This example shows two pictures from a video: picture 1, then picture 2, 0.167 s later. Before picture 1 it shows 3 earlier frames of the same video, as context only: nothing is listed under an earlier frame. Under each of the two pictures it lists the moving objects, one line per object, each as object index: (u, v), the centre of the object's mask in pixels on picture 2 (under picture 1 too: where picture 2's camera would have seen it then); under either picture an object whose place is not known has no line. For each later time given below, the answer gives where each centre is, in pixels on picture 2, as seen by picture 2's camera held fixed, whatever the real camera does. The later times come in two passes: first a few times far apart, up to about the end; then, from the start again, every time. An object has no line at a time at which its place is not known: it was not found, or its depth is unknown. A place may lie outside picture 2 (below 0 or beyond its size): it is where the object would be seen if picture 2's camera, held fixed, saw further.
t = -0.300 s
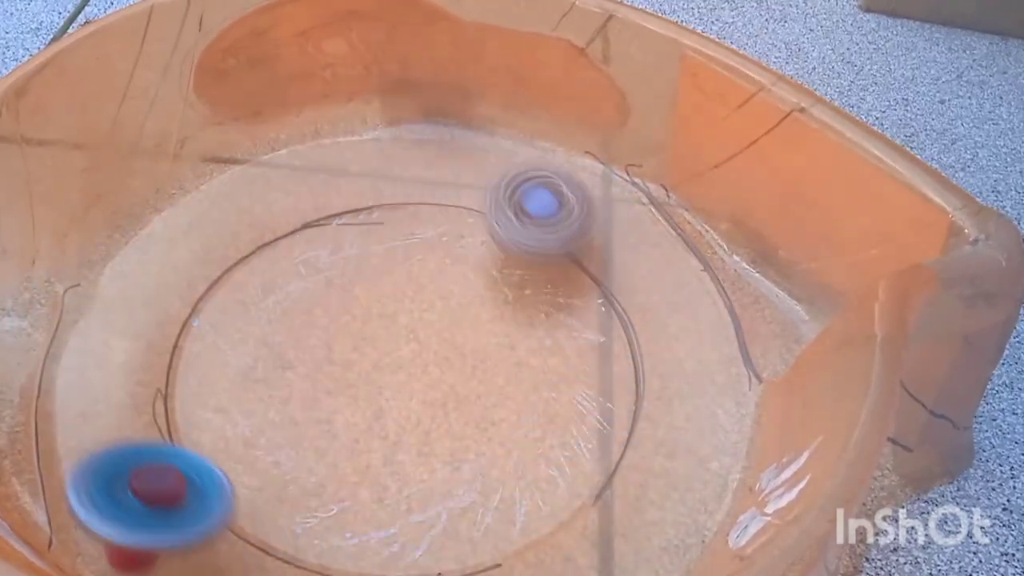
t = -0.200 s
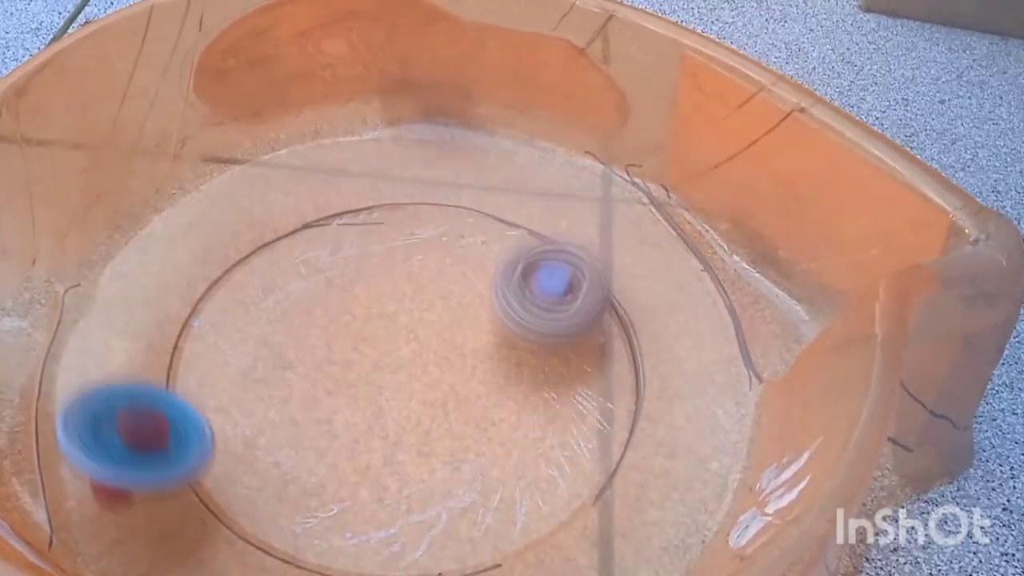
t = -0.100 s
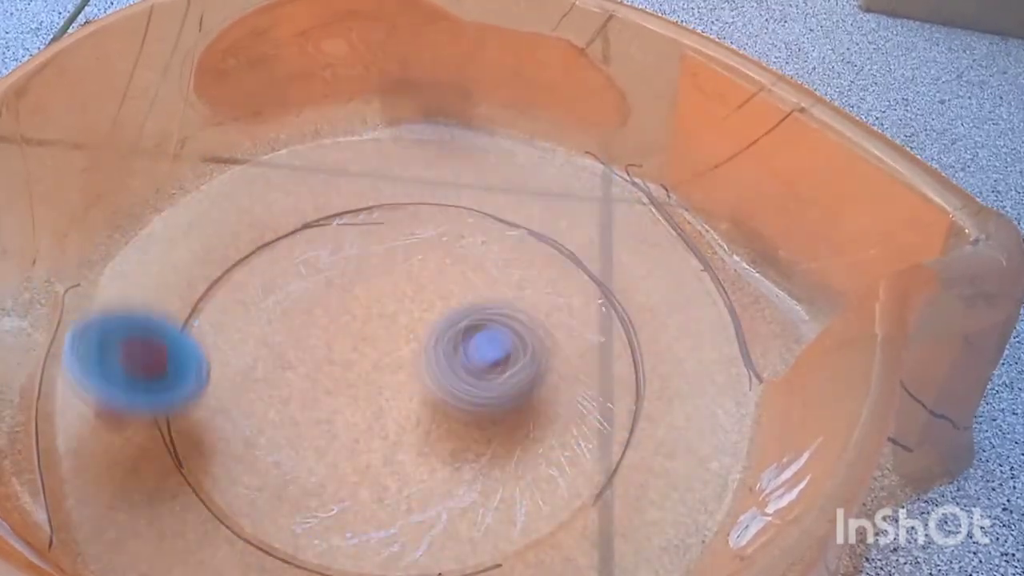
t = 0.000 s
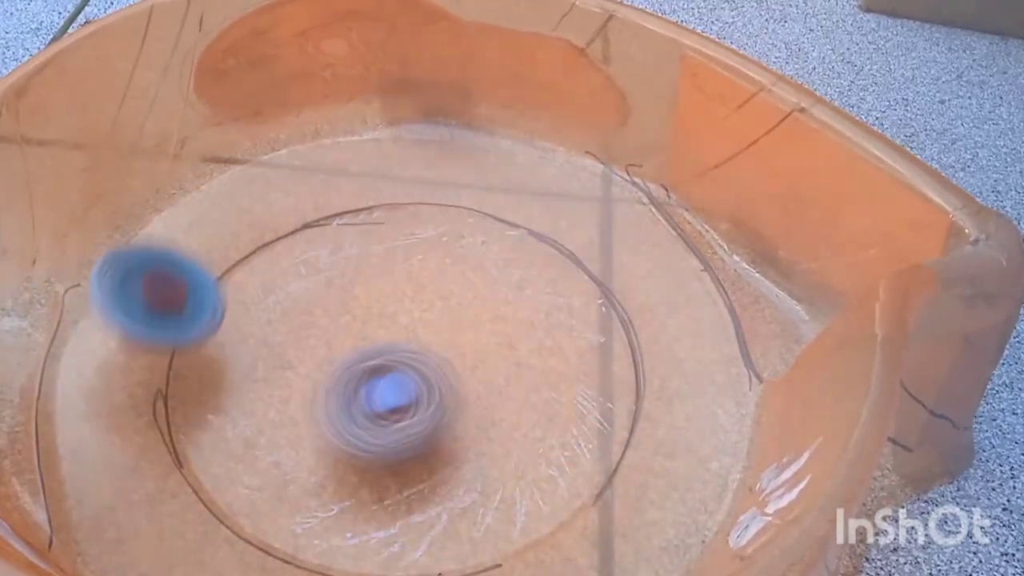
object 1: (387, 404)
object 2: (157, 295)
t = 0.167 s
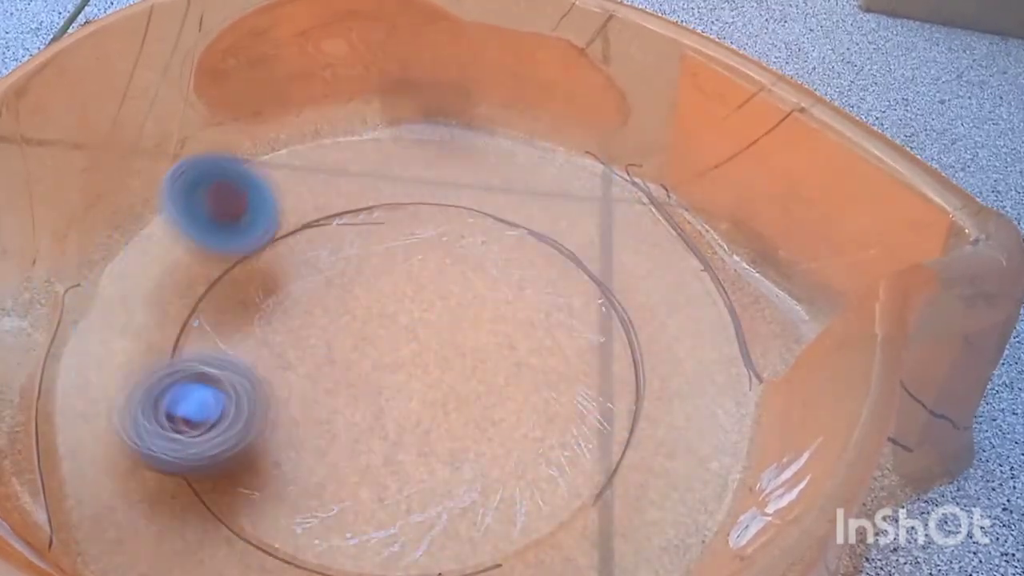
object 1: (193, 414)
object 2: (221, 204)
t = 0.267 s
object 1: (146, 345)
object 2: (268, 165)
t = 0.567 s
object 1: (333, 244)
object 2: (428, 135)
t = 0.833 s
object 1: (496, 400)
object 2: (543, 224)
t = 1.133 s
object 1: (331, 530)
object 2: (583, 407)
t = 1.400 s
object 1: (298, 337)
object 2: (446, 527)
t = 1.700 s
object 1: (512, 233)
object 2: (232, 503)
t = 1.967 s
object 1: (567, 368)
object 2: (143, 352)
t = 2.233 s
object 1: (319, 384)
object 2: (222, 216)
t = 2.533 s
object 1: (253, 218)
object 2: (388, 169)
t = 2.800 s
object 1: (398, 277)
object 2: (596, 266)
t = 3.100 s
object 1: (295, 469)
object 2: (701, 389)
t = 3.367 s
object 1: (202, 352)
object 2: (507, 500)
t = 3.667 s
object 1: (445, 337)
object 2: (201, 464)
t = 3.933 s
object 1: (543, 457)
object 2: (89, 286)
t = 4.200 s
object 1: (367, 433)
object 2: (258, 176)
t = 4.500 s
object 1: (365, 256)
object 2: (462, 161)
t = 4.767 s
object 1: (447, 232)
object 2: (611, 284)
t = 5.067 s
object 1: (382, 338)
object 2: (464, 498)
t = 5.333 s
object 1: (196, 354)
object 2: (206, 524)
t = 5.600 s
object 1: (264, 306)
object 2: (71, 323)
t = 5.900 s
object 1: (363, 444)
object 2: (240, 224)
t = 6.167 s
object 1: (269, 461)
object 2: (519, 196)
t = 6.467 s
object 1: (396, 341)
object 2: (649, 300)
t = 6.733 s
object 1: (525, 344)
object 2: (413, 485)
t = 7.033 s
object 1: (449, 381)
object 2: (109, 464)
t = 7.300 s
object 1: (341, 305)
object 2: (163, 250)
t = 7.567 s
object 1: (431, 291)
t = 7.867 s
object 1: (435, 419)
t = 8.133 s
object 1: (278, 415)
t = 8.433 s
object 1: (319, 284)
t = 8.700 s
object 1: (453, 301)
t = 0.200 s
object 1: (166, 395)
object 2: (235, 190)
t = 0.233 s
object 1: (154, 372)
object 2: (251, 177)
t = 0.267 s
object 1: (146, 345)
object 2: (268, 165)
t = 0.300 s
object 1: (144, 318)
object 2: (284, 155)
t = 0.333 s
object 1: (150, 293)
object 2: (301, 146)
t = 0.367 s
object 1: (164, 272)
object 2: (318, 139)
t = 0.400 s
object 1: (182, 256)
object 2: (336, 134)
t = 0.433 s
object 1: (212, 243)
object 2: (354, 131)
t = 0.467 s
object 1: (242, 236)
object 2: (372, 129)
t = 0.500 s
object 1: (277, 234)
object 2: (391, 130)
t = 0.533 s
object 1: (306, 236)
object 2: (410, 132)
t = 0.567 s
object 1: (333, 244)
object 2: (428, 135)
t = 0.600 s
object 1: (359, 257)
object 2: (446, 139)
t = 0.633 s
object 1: (384, 270)
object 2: (464, 145)
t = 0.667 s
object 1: (408, 289)
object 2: (479, 153)
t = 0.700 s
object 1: (430, 307)
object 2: (493, 163)
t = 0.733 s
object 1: (449, 327)
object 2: (507, 175)
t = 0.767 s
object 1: (468, 348)
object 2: (520, 189)
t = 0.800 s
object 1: (483, 373)
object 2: (533, 206)
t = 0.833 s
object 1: (496, 400)
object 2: (543, 224)
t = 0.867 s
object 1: (503, 428)
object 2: (551, 244)
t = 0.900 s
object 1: (509, 455)
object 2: (561, 268)
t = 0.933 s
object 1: (506, 484)
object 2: (573, 291)
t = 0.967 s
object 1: (499, 511)
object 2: (587, 315)
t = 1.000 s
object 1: (479, 524)
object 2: (602, 341)
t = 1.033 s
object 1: (450, 531)
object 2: (614, 363)
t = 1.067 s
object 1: (413, 534)
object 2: (611, 381)
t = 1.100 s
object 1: (372, 535)
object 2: (599, 393)
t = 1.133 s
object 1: (331, 530)
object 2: (583, 407)
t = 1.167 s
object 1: (296, 521)
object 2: (565, 427)
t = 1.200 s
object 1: (267, 503)
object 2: (548, 451)
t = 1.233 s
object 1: (250, 470)
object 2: (531, 476)
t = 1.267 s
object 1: (249, 440)
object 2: (510, 491)
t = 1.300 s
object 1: (253, 412)
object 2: (494, 502)
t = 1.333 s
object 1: (265, 386)
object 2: (478, 511)
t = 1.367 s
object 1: (280, 360)
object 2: (462, 521)
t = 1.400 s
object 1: (298, 337)
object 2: (446, 527)
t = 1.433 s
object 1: (316, 318)
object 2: (426, 533)
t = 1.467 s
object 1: (339, 299)
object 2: (407, 536)
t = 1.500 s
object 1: (361, 284)
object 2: (386, 538)
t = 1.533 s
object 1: (383, 270)
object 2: (364, 539)
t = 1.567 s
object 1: (408, 258)
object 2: (338, 537)
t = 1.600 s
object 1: (433, 248)
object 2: (309, 534)
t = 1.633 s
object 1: (458, 241)
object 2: (282, 528)
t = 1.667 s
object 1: (486, 235)
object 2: (255, 517)
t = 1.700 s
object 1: (512, 233)
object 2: (232, 503)
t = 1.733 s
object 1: (538, 237)
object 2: (212, 487)
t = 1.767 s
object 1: (563, 246)
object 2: (195, 470)
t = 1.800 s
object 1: (585, 259)
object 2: (179, 452)
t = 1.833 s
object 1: (601, 283)
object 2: (167, 432)
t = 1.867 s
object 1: (609, 307)
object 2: (157, 413)
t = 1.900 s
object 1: (604, 330)
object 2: (149, 393)
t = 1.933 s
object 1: (589, 351)
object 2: (143, 373)
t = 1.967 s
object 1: (567, 368)
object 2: (143, 352)
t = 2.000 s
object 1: (540, 382)
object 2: (145, 332)
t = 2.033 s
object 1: (512, 394)
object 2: (150, 312)
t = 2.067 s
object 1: (478, 401)
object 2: (156, 294)
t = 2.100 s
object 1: (446, 404)
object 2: (166, 275)
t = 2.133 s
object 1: (412, 403)
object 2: (177, 258)
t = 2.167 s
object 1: (378, 399)
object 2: (191, 243)
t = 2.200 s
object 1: (348, 394)
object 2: (206, 228)
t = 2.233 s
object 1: (319, 384)
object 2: (222, 216)
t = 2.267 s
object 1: (289, 371)
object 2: (240, 204)
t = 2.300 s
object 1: (265, 356)
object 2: (257, 194)
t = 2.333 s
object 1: (243, 338)
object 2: (275, 186)
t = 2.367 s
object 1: (230, 318)
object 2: (293, 179)
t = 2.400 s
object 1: (219, 295)
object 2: (311, 173)
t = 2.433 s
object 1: (215, 274)
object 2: (331, 169)
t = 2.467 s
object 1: (219, 251)
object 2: (351, 167)
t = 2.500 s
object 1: (236, 235)
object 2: (369, 166)
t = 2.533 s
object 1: (253, 218)
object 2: (388, 169)
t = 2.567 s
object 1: (277, 207)
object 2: (406, 171)
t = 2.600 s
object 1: (304, 199)
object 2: (423, 177)
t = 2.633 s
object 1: (333, 203)
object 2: (442, 183)
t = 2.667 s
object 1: (346, 208)
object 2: (472, 197)
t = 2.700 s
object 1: (364, 219)
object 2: (497, 213)
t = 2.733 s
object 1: (379, 237)
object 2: (526, 231)
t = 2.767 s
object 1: (389, 256)
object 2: (565, 249)
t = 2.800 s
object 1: (398, 277)
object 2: (596, 266)
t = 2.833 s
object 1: (402, 301)
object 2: (622, 282)
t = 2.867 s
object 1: (402, 323)
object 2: (642, 296)
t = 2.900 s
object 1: (397, 343)
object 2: (661, 310)
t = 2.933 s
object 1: (391, 366)
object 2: (680, 326)
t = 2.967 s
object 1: (382, 390)
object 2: (699, 342)
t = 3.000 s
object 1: (369, 414)
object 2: (718, 358)
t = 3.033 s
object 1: (348, 436)
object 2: (726, 368)
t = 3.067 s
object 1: (324, 454)
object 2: (719, 379)
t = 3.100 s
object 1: (295, 469)
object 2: (701, 389)
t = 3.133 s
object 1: (265, 480)
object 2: (682, 403)
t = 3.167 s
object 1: (233, 483)
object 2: (660, 419)
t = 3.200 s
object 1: (211, 470)
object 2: (638, 435)
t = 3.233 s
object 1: (192, 449)
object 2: (614, 452)
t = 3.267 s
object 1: (181, 426)
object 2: (588, 467)
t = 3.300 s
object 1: (179, 400)
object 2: (562, 481)
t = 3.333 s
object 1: (186, 372)
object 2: (536, 491)
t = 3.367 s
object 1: (202, 352)
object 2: (507, 500)
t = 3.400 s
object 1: (223, 337)
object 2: (476, 508)
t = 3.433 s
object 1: (251, 327)
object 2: (444, 513)
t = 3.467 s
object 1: (280, 321)
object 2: (408, 516)
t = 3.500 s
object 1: (309, 318)
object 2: (373, 515)
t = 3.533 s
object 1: (338, 318)
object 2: (338, 511)
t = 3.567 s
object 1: (365, 320)
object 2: (300, 505)
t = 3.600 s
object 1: (393, 325)
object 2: (266, 494)
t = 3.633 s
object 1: (419, 331)
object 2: (233, 480)
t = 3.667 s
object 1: (445, 337)
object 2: (201, 464)
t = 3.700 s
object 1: (470, 344)
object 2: (173, 445)
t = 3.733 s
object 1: (491, 353)
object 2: (149, 425)
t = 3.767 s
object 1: (512, 369)
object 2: (126, 403)
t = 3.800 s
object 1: (528, 384)
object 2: (108, 379)
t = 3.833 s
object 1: (540, 402)
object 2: (95, 353)
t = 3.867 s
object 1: (547, 420)
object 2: (84, 327)
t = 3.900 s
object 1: (549, 439)
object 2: (80, 302)
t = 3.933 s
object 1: (543, 457)
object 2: (89, 286)
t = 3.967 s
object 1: (529, 471)
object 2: (108, 273)
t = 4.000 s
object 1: (508, 482)
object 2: (129, 260)
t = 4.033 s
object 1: (484, 487)
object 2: (151, 245)
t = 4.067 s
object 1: (455, 486)
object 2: (173, 228)
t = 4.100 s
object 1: (429, 479)
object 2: (195, 213)
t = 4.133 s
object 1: (404, 467)
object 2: (216, 199)
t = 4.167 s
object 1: (384, 450)
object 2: (237, 187)
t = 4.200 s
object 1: (367, 433)
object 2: (258, 176)
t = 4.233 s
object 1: (351, 413)
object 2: (280, 167)
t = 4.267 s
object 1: (343, 391)
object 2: (301, 158)
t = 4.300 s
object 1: (338, 370)
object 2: (322, 153)
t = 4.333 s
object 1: (337, 350)
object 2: (346, 149)
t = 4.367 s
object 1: (336, 329)
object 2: (370, 147)
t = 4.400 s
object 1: (341, 308)
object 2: (394, 147)
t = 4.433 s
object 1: (346, 290)
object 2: (417, 150)
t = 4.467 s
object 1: (355, 272)
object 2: (439, 154)
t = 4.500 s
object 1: (365, 256)
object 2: (462, 161)
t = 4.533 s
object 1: (380, 242)
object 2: (483, 171)
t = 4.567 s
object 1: (392, 231)
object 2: (503, 184)
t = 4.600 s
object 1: (406, 223)
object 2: (525, 197)
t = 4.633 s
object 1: (416, 219)
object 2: (550, 213)
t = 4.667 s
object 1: (425, 219)
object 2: (570, 230)
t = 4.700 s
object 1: (434, 222)
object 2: (589, 248)
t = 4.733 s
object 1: (441, 226)
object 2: (602, 266)
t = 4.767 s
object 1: (447, 232)
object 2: (611, 284)
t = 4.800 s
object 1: (451, 240)
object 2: (616, 302)
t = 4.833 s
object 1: (454, 250)
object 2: (616, 322)
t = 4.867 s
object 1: (455, 261)
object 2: (613, 342)
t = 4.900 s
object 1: (452, 274)
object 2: (606, 361)
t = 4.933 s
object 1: (446, 285)
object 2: (592, 379)
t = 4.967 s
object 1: (436, 299)
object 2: (570, 401)
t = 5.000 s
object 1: (420, 313)
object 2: (542, 427)
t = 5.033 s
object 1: (403, 326)
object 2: (507, 461)
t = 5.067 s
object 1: (382, 338)
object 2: (464, 498)
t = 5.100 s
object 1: (359, 350)
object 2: (424, 523)
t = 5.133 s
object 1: (337, 360)
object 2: (388, 539)
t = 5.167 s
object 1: (312, 368)
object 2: (349, 551)
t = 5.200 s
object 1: (284, 373)
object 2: (307, 559)
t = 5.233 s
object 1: (259, 374)
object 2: (284, 558)
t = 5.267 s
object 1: (232, 371)
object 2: (256, 554)
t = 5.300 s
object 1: (212, 363)
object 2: (230, 543)
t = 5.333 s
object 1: (196, 354)
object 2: (206, 524)
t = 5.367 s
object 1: (188, 343)
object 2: (187, 499)
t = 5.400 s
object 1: (188, 331)
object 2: (169, 473)
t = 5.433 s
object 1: (192, 323)
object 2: (152, 448)
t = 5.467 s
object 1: (201, 314)
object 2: (134, 421)
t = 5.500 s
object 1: (213, 308)
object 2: (114, 394)
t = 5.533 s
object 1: (228, 304)
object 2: (96, 370)
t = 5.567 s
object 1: (246, 304)
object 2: (80, 346)
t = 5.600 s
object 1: (264, 306)
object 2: (71, 323)
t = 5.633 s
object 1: (286, 313)
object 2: (70, 312)
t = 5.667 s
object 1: (305, 323)
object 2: (79, 298)
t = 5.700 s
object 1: (323, 336)
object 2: (88, 288)
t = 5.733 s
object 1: (336, 352)
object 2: (102, 282)
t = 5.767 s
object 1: (348, 370)
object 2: (124, 274)
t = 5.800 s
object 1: (358, 388)
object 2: (152, 259)
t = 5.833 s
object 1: (364, 406)
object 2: (179, 244)
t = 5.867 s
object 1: (366, 426)
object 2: (209, 234)
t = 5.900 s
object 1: (363, 444)
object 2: (240, 224)
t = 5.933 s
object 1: (356, 462)
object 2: (271, 216)
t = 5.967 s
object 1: (343, 475)
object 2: (302, 215)
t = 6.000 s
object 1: (329, 483)
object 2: (335, 213)
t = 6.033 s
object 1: (312, 488)
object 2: (372, 208)
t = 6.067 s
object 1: (298, 487)
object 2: (413, 203)
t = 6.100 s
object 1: (286, 482)
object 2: (454, 195)
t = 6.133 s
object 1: (277, 473)
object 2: (489, 194)
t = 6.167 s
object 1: (269, 461)
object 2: (519, 196)
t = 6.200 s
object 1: (270, 442)
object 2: (546, 199)
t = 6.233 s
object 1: (275, 425)
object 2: (570, 204)
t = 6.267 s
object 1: (287, 406)
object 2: (590, 210)
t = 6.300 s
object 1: (299, 391)
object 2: (607, 219)
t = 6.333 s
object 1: (317, 376)
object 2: (623, 229)
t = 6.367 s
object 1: (334, 365)
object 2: (635, 244)
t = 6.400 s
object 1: (355, 356)
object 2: (644, 261)
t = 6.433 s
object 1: (375, 347)
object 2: (648, 280)
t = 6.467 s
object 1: (396, 341)
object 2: (649, 300)
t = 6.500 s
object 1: (416, 335)
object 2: (644, 321)
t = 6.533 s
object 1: (433, 331)
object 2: (631, 344)
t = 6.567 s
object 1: (453, 327)
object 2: (612, 366)
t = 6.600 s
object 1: (473, 326)
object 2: (586, 385)
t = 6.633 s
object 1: (491, 328)
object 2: (552, 404)
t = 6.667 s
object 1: (505, 331)
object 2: (516, 428)
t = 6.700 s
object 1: (518, 338)
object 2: (469, 457)
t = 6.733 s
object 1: (525, 344)
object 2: (413, 485)
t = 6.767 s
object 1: (527, 351)
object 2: (355, 508)
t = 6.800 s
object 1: (527, 358)
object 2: (305, 517)
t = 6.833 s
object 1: (524, 363)
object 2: (259, 525)
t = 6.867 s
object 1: (516, 370)
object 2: (210, 528)
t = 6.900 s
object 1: (508, 375)
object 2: (173, 524)
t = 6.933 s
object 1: (497, 379)
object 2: (140, 516)
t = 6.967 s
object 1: (484, 382)
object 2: (120, 505)
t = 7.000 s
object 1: (467, 383)
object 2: (115, 486)
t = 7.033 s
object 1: (449, 381)
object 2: (109, 464)
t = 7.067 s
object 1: (430, 376)
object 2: (104, 438)
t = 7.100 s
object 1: (413, 367)
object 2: (99, 408)
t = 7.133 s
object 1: (396, 358)
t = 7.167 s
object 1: (383, 349)
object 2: (100, 348)
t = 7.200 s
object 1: (369, 338)
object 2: (110, 321)
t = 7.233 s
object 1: (357, 328)
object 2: (123, 294)
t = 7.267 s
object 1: (348, 317)
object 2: (140, 272)
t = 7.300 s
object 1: (341, 305)
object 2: (163, 250)
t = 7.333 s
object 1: (337, 294)
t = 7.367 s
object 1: (335, 280)
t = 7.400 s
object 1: (336, 272)
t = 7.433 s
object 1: (355, 266)
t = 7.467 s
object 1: (379, 268)
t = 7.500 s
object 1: (397, 276)
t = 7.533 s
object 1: (413, 283)
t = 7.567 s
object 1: (431, 291)
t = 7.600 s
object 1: (444, 302)
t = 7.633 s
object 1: (454, 315)
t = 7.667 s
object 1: (463, 329)
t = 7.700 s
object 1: (467, 344)
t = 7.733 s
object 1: (470, 360)
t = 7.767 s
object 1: (468, 377)
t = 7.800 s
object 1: (461, 393)
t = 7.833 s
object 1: (450, 406)
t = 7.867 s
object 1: (435, 419)
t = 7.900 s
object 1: (419, 429)
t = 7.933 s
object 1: (401, 437)
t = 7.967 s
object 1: (378, 442)
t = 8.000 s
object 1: (355, 442)
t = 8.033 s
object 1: (333, 441)
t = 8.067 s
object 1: (311, 435)
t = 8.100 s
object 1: (292, 426)
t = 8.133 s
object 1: (278, 415)
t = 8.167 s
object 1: (266, 398)
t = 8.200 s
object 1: (261, 382)
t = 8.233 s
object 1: (258, 367)
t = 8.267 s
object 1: (259, 350)
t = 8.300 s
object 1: (266, 333)
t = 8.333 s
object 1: (275, 319)
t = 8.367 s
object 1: (288, 305)
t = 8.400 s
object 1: (303, 293)
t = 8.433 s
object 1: (319, 284)
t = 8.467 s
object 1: (336, 279)
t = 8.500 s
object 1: (354, 274)
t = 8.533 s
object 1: (371, 274)
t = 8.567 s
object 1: (388, 274)
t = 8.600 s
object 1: (407, 278)
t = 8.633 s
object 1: (424, 285)
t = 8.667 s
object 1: (439, 291)
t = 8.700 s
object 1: (453, 301)
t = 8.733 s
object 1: (463, 312)
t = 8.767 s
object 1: (470, 325)
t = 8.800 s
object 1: (473, 339)
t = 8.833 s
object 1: (475, 354)
